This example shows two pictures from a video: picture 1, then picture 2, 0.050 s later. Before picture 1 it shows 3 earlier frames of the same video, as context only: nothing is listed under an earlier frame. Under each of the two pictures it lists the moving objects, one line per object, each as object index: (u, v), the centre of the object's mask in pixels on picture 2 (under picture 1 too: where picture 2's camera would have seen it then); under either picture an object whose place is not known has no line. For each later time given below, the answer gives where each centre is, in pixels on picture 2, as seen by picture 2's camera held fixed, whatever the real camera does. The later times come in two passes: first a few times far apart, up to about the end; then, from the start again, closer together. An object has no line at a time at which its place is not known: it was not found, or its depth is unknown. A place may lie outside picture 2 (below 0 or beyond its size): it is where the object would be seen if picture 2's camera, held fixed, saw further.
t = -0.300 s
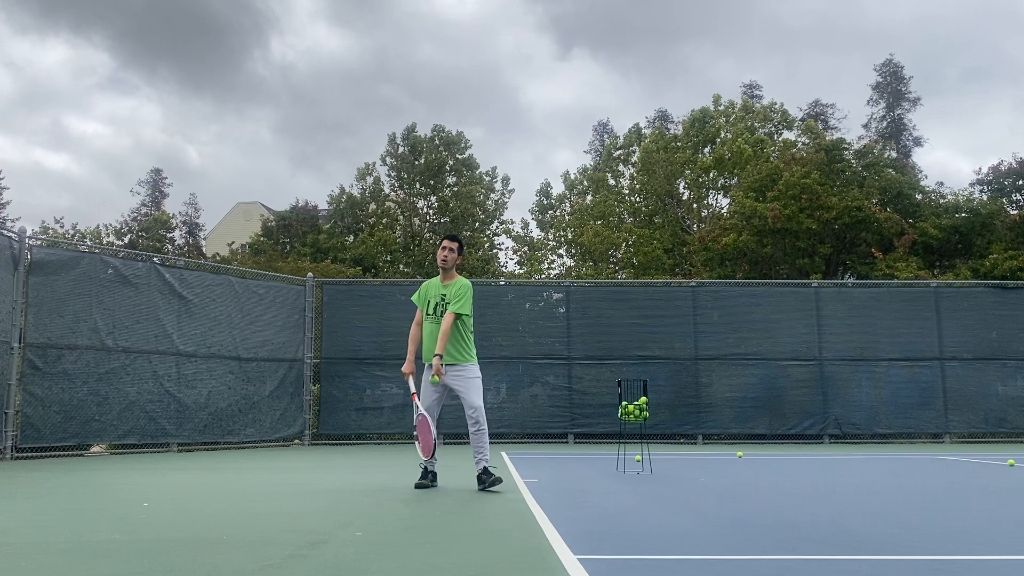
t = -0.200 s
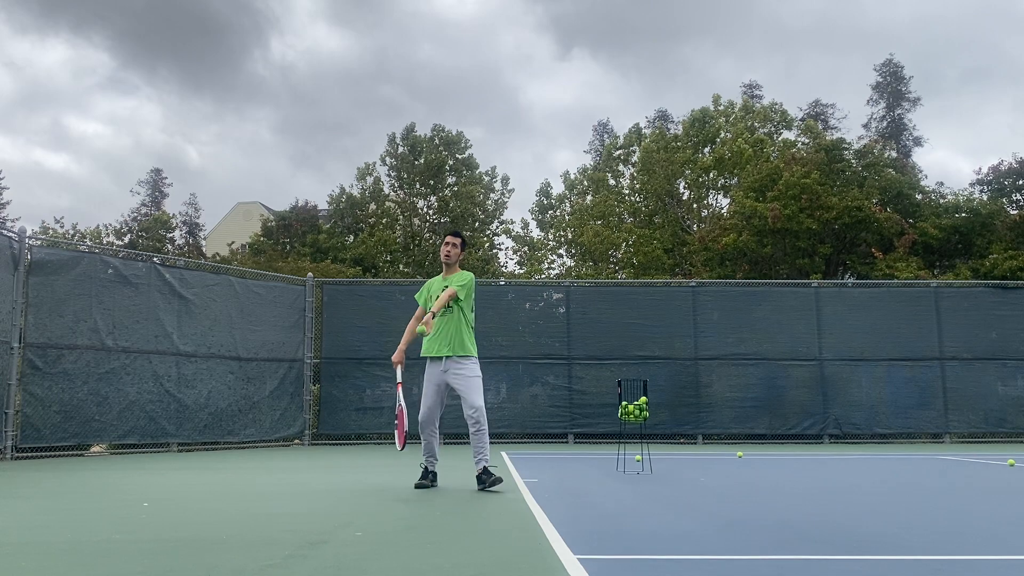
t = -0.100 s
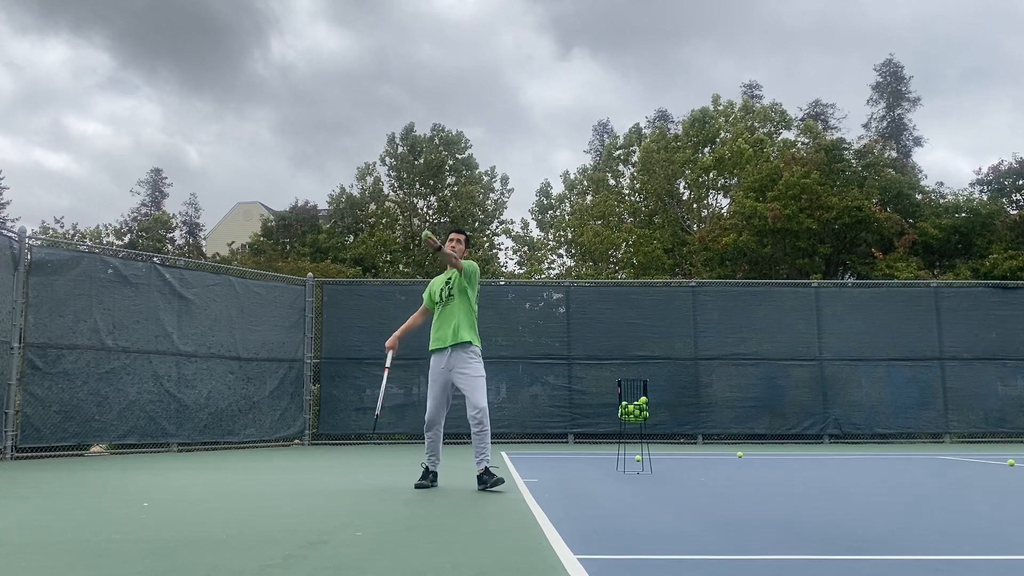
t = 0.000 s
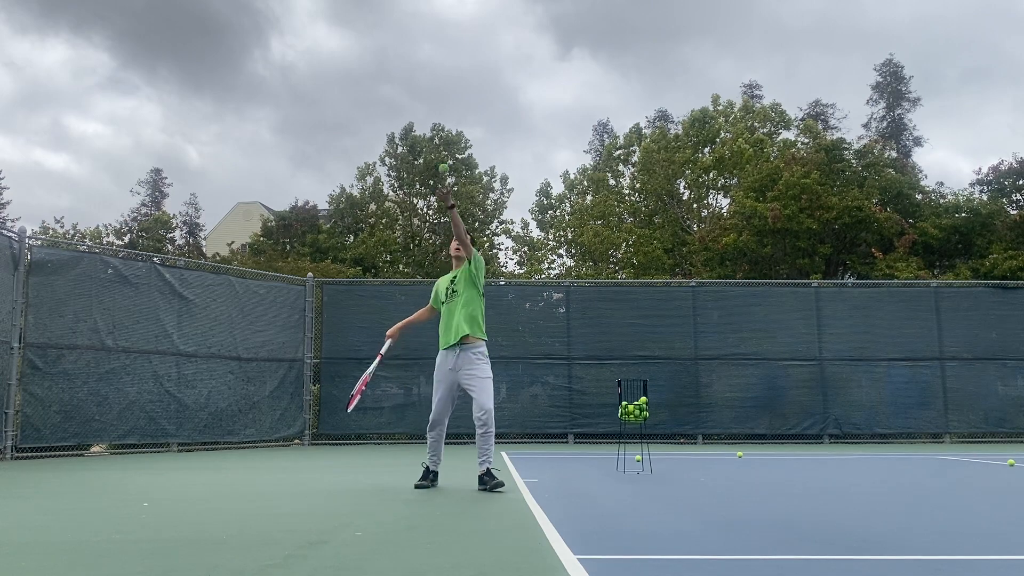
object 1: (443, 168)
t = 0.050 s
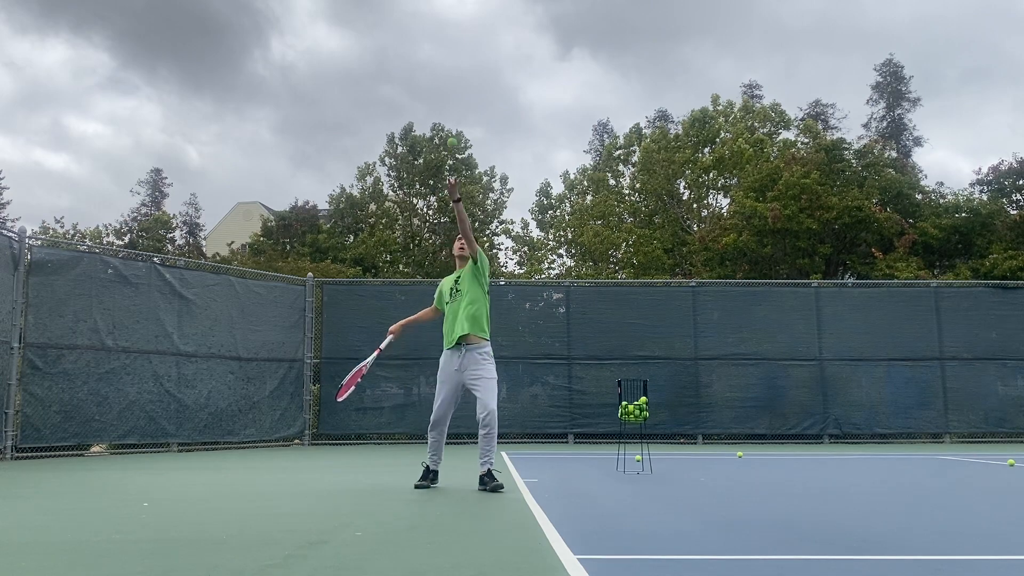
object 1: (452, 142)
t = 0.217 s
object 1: (478, 85)
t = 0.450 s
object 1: (512, 72)
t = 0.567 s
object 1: (529, 92)
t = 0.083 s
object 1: (457, 128)
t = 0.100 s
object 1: (460, 121)
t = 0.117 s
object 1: (462, 115)
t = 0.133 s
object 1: (465, 109)
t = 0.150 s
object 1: (468, 103)
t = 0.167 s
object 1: (470, 98)
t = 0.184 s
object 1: (473, 94)
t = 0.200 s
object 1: (475, 89)
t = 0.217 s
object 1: (478, 85)
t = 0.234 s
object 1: (481, 82)
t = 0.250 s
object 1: (483, 79)
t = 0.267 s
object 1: (486, 76)
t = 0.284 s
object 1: (488, 74)
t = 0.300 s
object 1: (491, 73)
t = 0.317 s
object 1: (493, 71)
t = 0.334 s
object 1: (495, 70)
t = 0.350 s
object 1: (498, 69)
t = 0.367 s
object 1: (500, 69)
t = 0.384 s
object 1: (503, 69)
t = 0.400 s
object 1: (505, 69)
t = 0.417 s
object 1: (508, 70)
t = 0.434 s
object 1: (510, 71)
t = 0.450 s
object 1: (512, 72)
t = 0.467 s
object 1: (515, 74)
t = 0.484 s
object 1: (517, 76)
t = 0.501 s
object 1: (520, 79)
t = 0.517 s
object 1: (522, 81)
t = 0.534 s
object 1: (525, 84)
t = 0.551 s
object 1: (527, 88)
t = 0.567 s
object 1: (529, 92)
